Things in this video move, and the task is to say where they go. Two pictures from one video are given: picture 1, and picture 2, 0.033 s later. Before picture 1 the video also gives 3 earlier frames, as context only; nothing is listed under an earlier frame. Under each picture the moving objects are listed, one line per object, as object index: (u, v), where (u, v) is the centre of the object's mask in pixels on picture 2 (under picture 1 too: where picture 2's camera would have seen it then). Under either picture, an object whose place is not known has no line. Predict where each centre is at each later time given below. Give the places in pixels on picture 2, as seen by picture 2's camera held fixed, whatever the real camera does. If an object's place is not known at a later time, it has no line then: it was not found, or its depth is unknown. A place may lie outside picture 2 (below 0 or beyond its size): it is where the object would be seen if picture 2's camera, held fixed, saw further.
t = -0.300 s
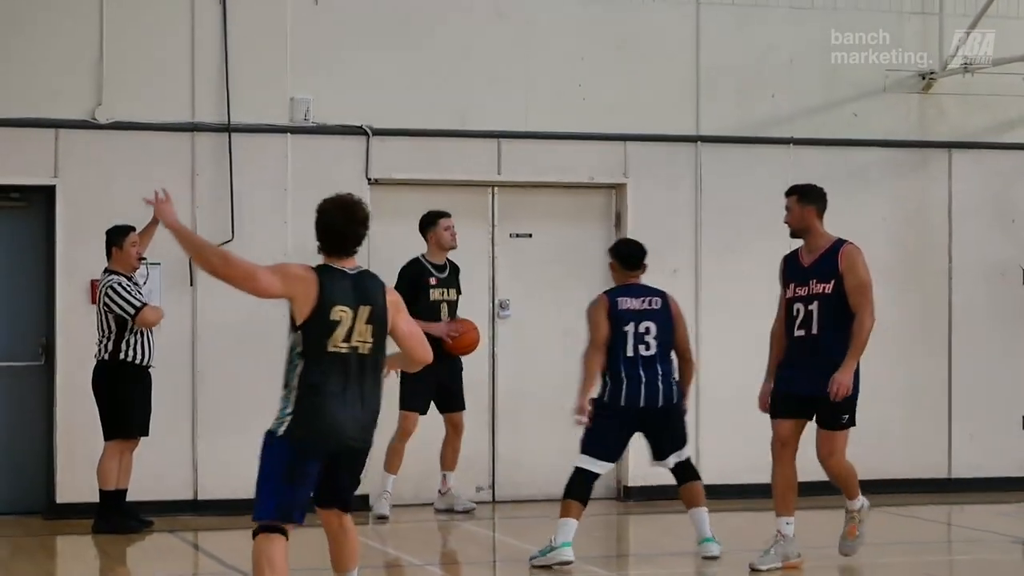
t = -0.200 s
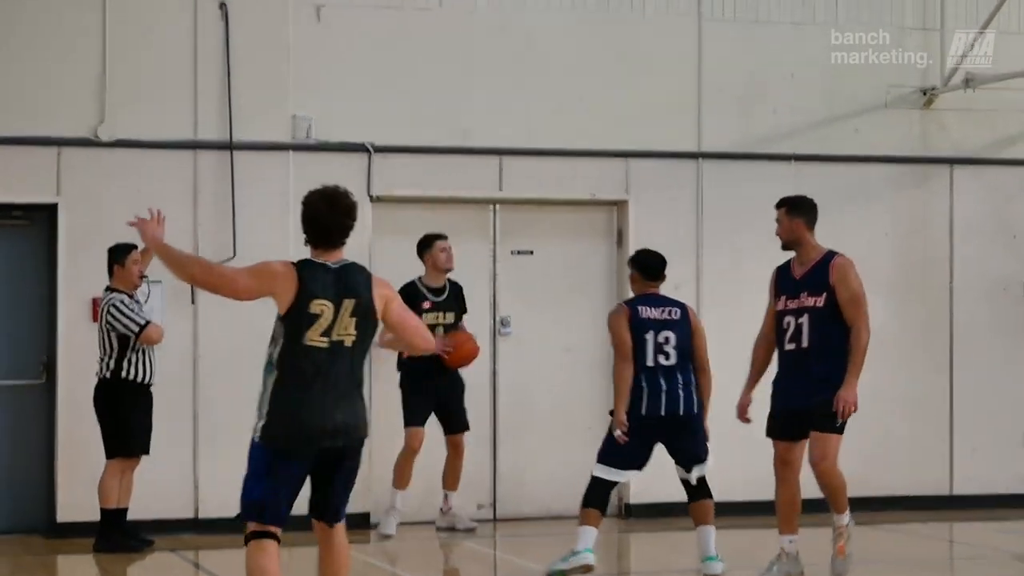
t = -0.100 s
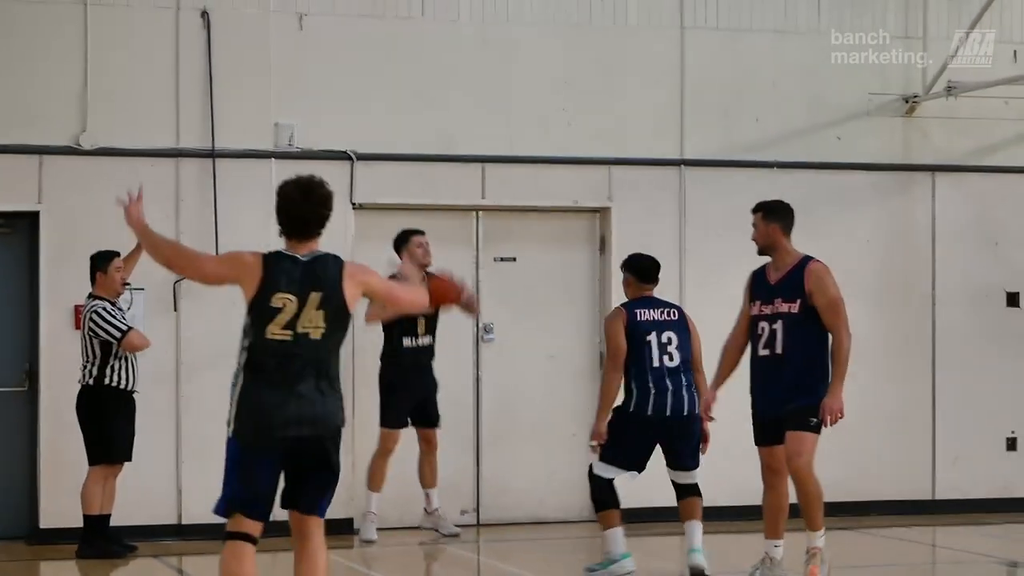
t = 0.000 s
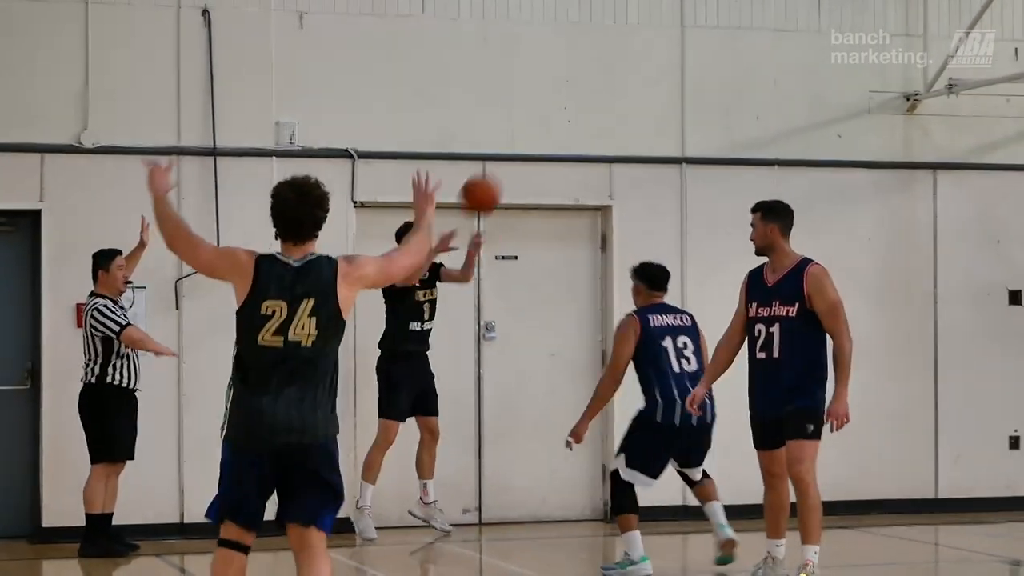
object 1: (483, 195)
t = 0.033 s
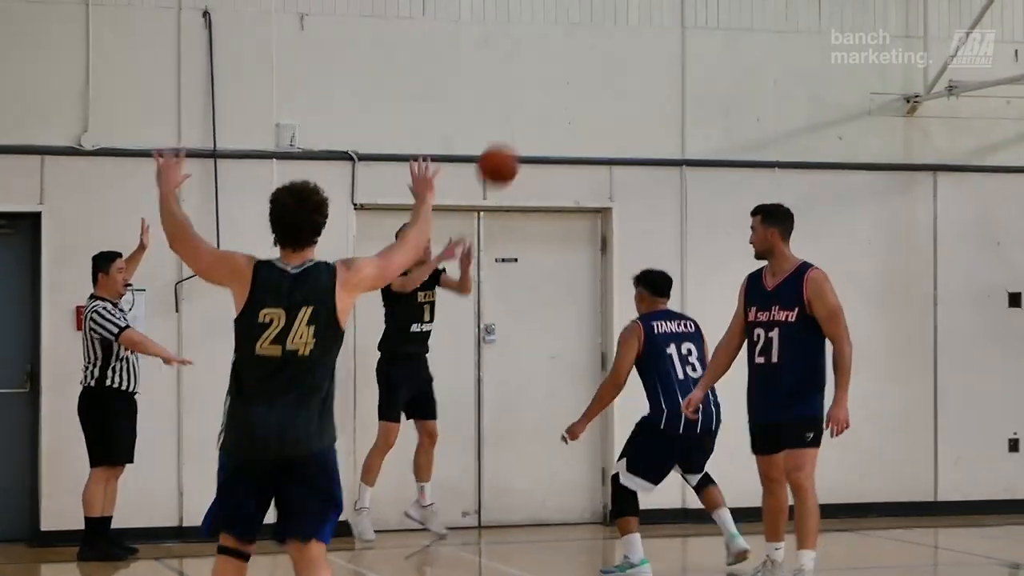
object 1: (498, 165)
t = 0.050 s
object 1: (506, 149)
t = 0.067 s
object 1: (514, 133)
